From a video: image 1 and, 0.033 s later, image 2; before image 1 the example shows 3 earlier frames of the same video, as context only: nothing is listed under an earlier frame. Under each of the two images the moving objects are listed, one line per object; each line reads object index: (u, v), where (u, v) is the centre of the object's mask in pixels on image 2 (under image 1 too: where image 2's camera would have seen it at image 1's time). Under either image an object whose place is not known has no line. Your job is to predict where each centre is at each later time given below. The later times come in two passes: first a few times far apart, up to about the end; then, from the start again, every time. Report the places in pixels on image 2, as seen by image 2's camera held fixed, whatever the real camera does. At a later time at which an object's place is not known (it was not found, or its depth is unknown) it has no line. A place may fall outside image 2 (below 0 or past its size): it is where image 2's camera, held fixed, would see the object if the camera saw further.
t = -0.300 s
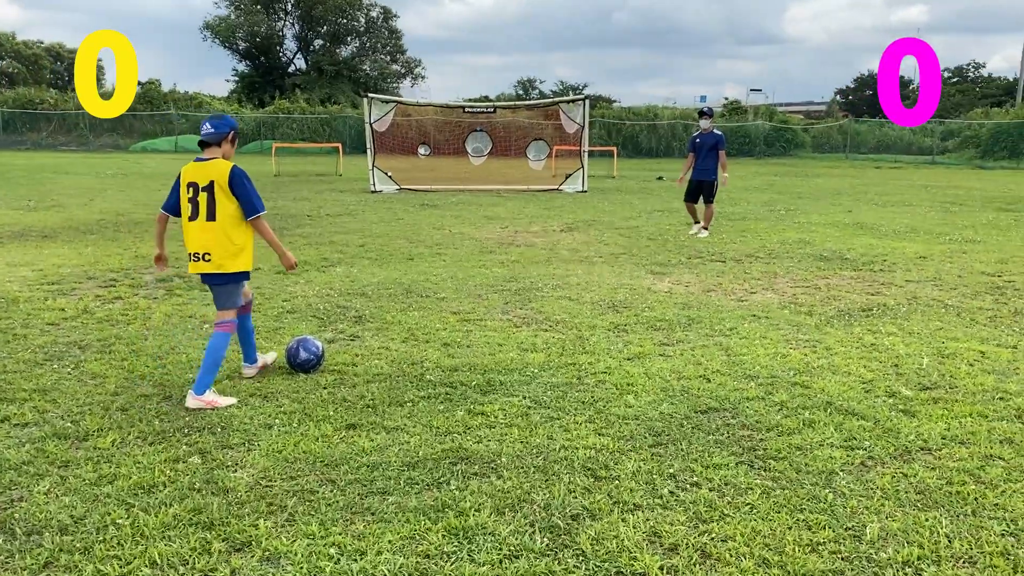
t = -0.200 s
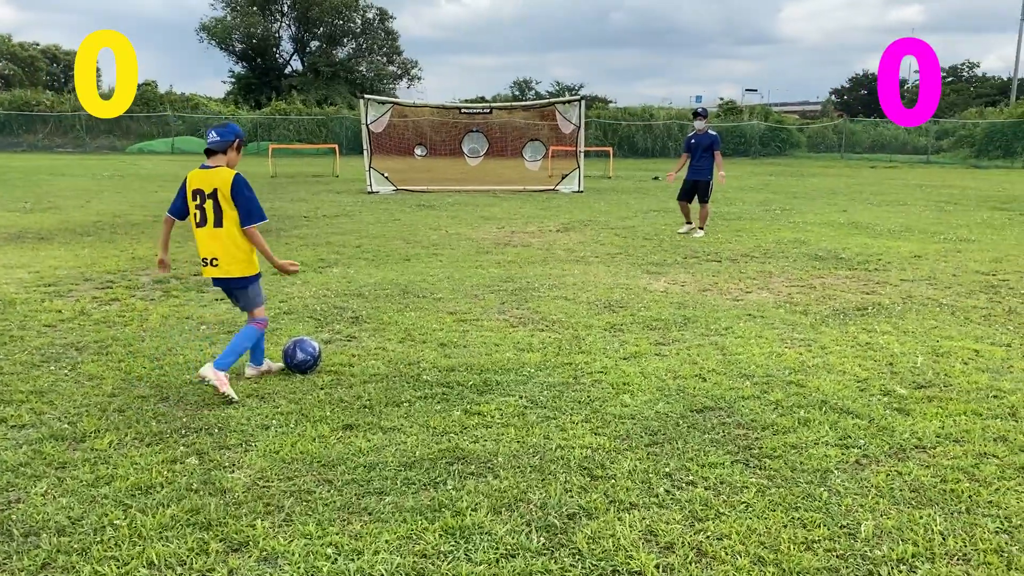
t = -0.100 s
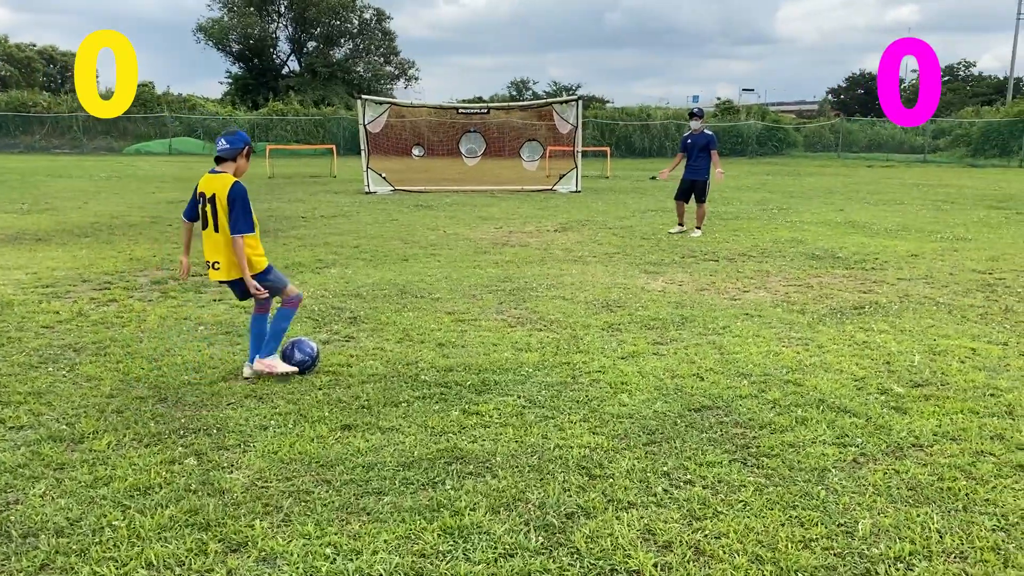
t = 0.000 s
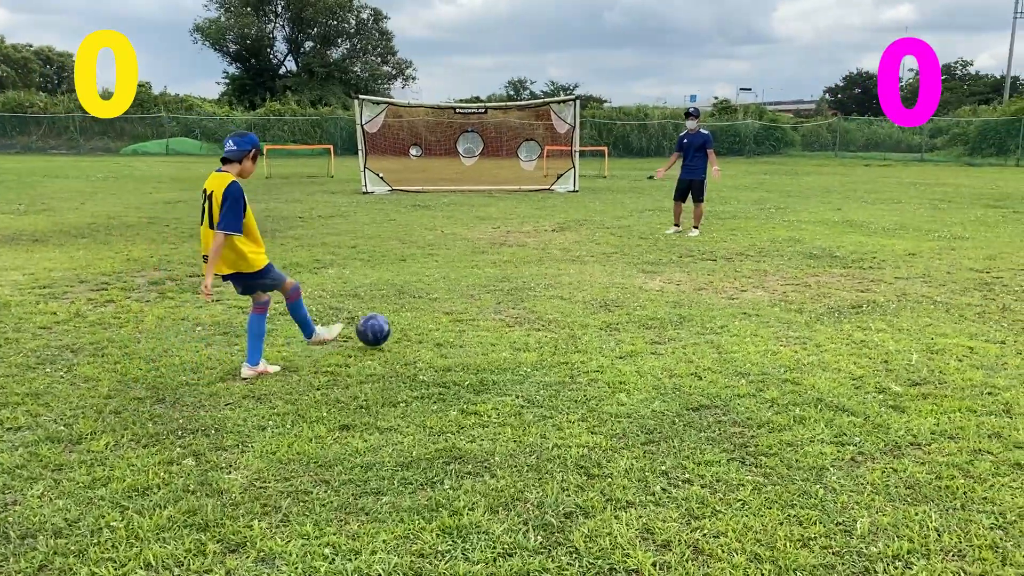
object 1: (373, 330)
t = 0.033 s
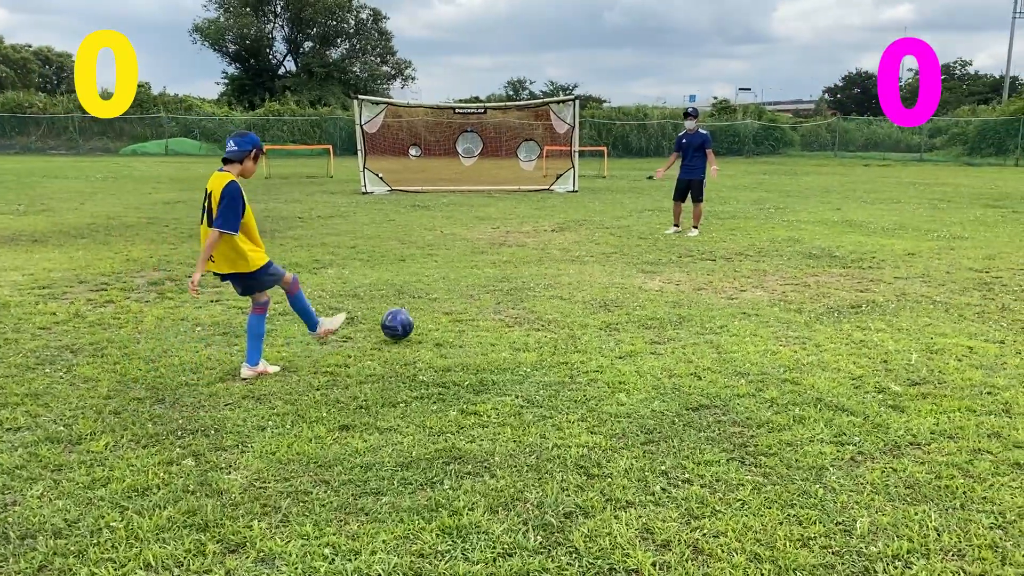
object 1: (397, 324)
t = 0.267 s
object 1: (505, 294)
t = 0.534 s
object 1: (568, 278)
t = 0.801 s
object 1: (607, 264)
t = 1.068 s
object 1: (640, 251)
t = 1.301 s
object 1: (662, 243)
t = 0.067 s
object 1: (420, 321)
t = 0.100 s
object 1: (440, 318)
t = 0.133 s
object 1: (455, 311)
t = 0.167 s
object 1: (468, 304)
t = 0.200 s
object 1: (481, 299)
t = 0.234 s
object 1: (493, 295)
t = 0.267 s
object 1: (505, 294)
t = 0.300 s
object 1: (516, 293)
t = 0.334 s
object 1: (525, 292)
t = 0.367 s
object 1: (533, 286)
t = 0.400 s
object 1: (541, 283)
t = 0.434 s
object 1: (548, 280)
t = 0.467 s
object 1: (555, 279)
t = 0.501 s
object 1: (561, 279)
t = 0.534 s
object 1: (568, 278)
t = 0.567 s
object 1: (573, 275)
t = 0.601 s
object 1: (579, 274)
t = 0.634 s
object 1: (584, 272)
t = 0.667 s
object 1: (589, 270)
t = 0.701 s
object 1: (594, 269)
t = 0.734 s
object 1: (598, 266)
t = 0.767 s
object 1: (603, 265)
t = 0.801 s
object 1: (607, 264)
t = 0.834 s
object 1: (612, 262)
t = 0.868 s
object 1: (616, 260)
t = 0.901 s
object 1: (621, 258)
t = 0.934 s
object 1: (624, 256)
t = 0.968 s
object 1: (629, 256)
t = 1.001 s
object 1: (632, 255)
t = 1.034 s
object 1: (636, 253)
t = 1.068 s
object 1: (640, 251)
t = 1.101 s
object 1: (643, 251)
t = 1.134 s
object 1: (646, 249)
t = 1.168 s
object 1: (650, 247)
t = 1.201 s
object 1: (653, 247)
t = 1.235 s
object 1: (656, 245)
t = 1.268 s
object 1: (659, 244)
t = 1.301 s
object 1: (662, 243)
